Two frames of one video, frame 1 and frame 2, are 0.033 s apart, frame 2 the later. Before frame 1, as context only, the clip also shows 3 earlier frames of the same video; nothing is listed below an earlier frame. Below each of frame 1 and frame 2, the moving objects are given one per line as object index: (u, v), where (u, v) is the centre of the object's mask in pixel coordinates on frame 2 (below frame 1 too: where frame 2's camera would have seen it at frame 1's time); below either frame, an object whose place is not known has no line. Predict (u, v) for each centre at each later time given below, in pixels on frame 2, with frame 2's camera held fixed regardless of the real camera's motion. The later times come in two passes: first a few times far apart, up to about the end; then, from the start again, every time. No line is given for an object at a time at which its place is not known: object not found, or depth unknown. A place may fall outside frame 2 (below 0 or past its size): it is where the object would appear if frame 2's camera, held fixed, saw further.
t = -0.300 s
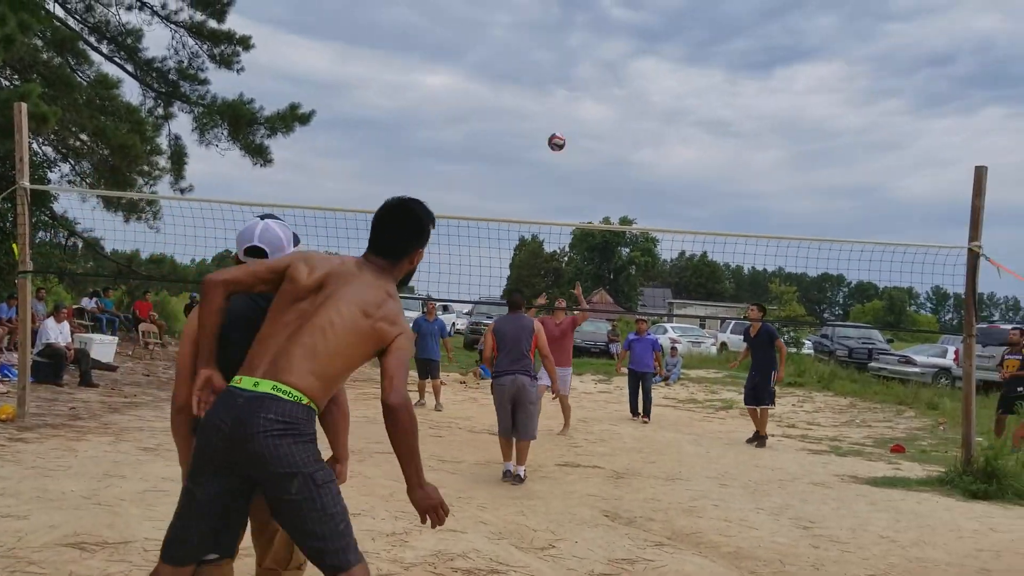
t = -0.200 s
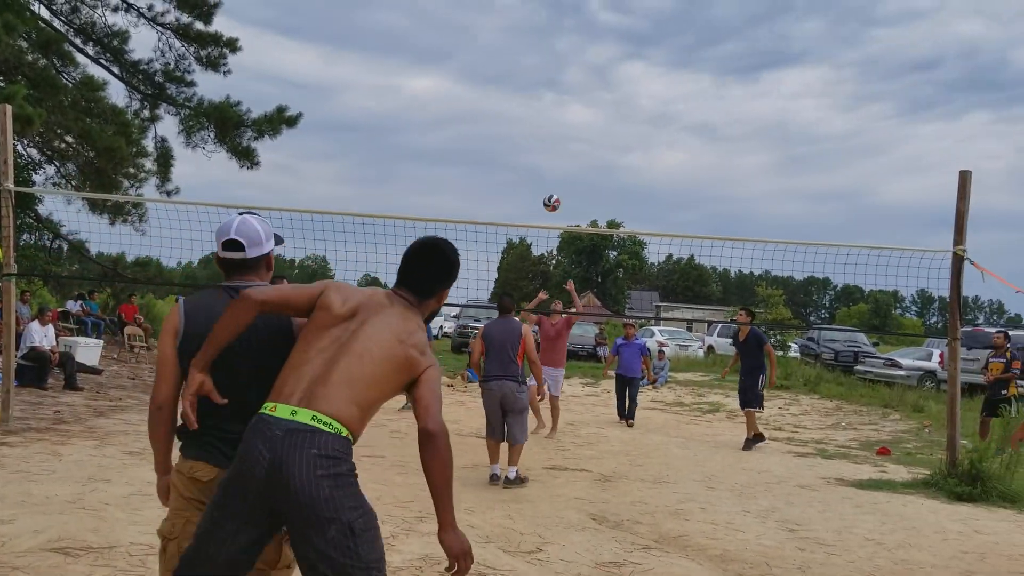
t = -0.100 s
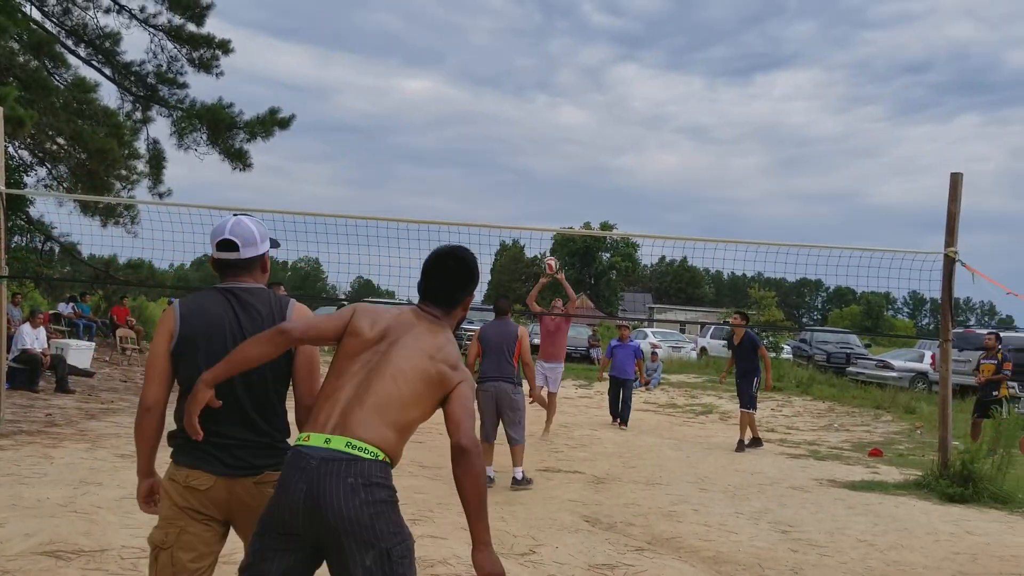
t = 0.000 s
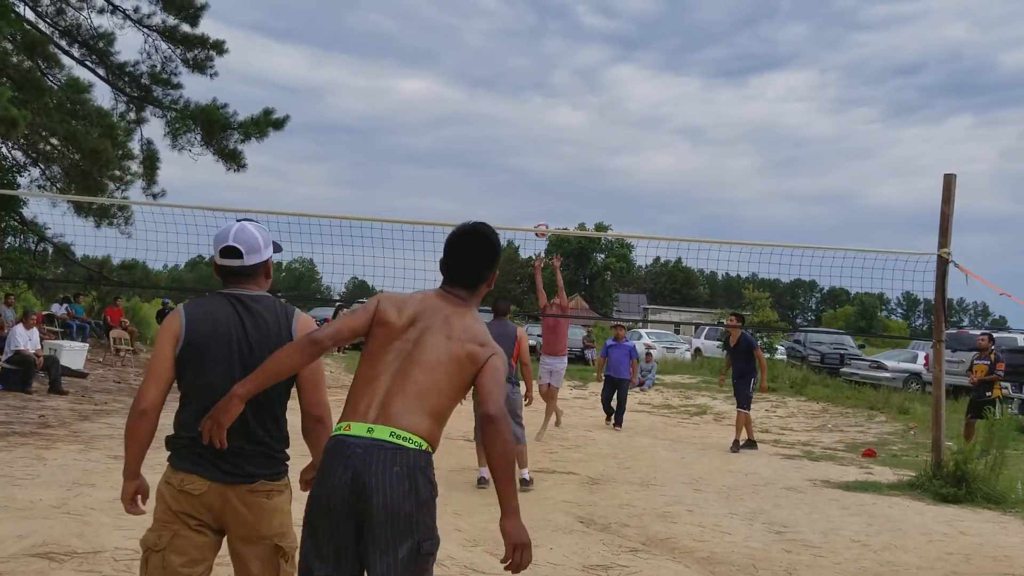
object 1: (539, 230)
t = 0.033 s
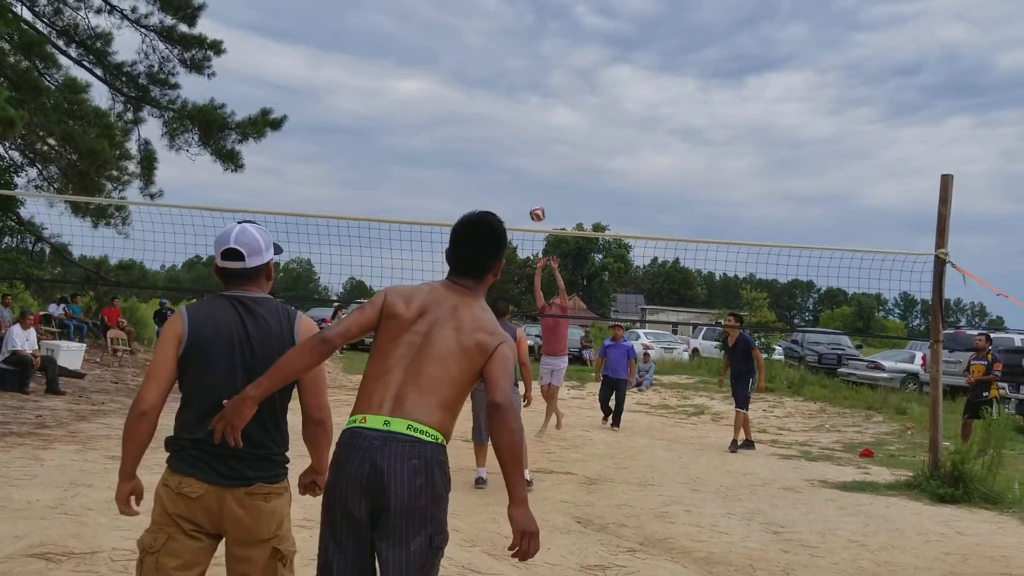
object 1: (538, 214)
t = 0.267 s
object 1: (524, 124)
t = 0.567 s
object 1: (503, 67)
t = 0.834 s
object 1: (481, 74)
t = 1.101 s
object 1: (457, 135)
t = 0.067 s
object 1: (536, 199)
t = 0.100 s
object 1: (534, 184)
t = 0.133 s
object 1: (532, 170)
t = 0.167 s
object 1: (530, 157)
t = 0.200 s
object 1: (528, 145)
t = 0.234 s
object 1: (526, 134)
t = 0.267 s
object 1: (524, 124)
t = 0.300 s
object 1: (522, 114)
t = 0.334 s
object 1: (520, 106)
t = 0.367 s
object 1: (518, 98)
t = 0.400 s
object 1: (515, 91)
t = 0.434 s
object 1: (513, 84)
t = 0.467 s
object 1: (510, 79)
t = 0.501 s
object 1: (508, 74)
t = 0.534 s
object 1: (506, 70)
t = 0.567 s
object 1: (503, 67)
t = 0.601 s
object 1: (501, 65)
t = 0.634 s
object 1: (498, 64)
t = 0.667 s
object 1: (495, 64)
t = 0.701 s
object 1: (493, 64)
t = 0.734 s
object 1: (490, 65)
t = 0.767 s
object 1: (487, 67)
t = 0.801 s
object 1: (484, 70)
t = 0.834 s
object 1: (481, 74)
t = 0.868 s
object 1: (478, 79)
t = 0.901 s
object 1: (475, 84)
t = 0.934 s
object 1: (472, 91)
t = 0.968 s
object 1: (469, 98)
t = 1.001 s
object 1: (466, 106)
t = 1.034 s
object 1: (463, 115)
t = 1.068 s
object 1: (460, 124)
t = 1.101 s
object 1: (457, 135)
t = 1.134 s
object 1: (454, 147)
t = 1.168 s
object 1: (451, 159)
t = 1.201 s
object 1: (447, 173)
